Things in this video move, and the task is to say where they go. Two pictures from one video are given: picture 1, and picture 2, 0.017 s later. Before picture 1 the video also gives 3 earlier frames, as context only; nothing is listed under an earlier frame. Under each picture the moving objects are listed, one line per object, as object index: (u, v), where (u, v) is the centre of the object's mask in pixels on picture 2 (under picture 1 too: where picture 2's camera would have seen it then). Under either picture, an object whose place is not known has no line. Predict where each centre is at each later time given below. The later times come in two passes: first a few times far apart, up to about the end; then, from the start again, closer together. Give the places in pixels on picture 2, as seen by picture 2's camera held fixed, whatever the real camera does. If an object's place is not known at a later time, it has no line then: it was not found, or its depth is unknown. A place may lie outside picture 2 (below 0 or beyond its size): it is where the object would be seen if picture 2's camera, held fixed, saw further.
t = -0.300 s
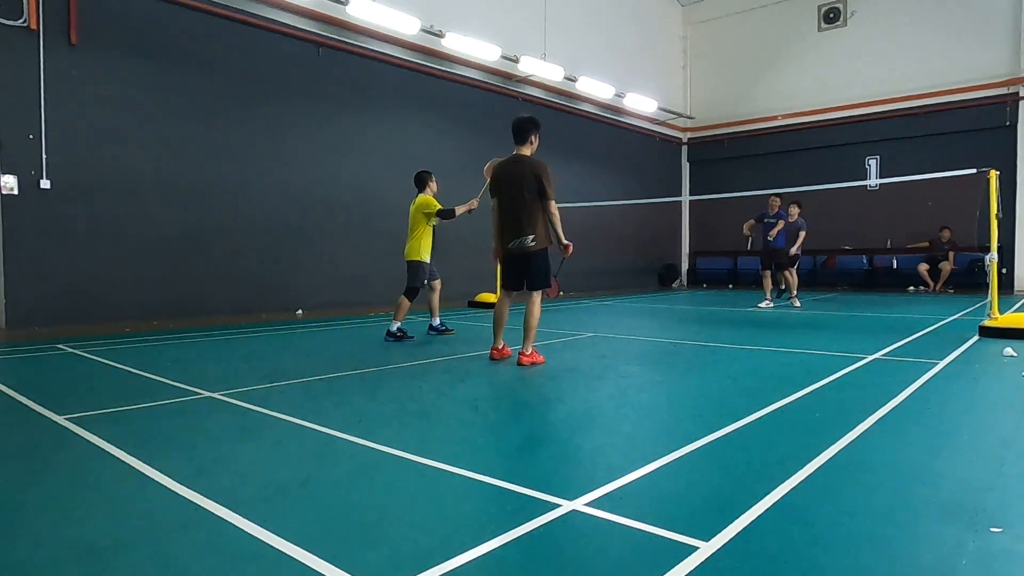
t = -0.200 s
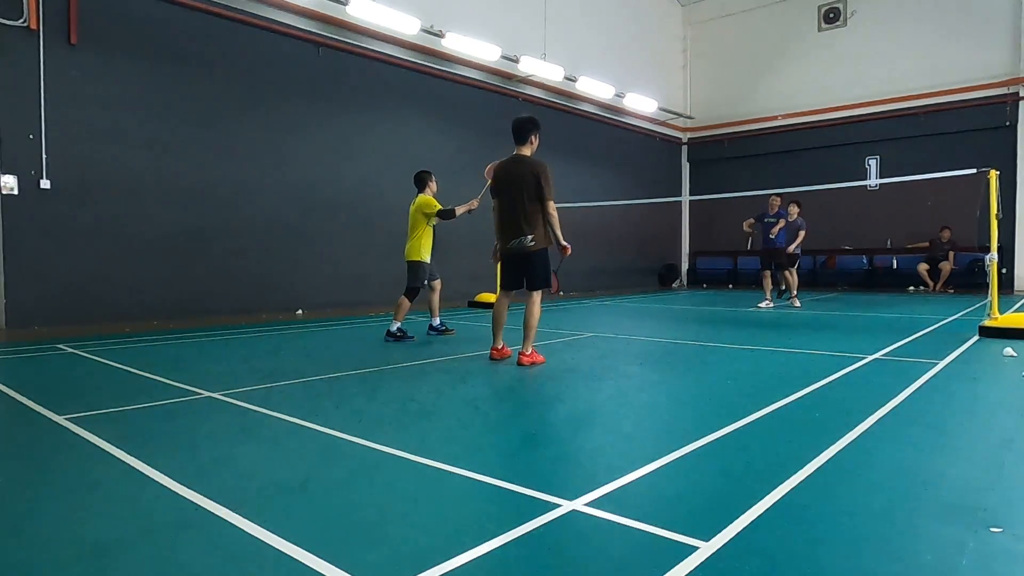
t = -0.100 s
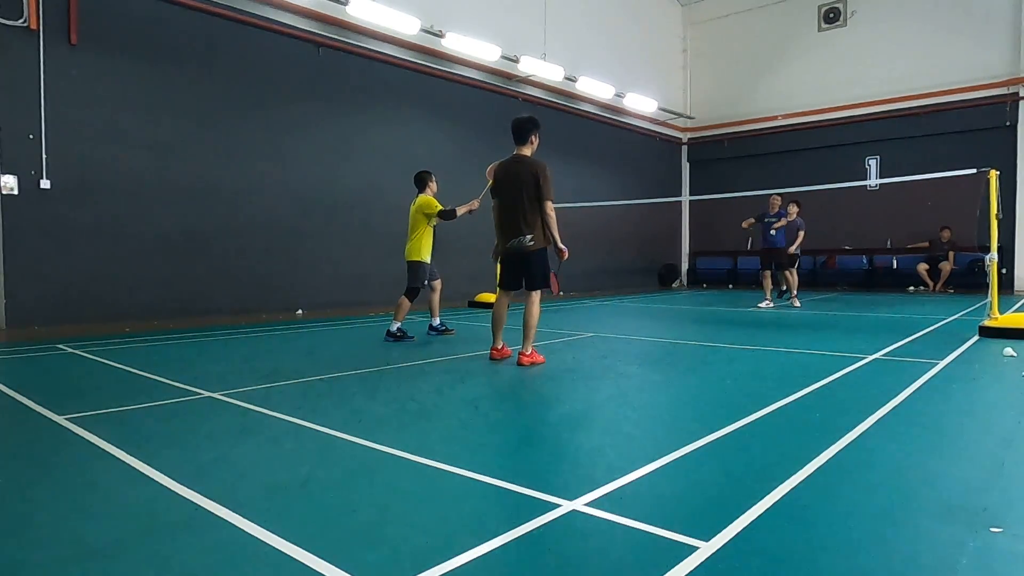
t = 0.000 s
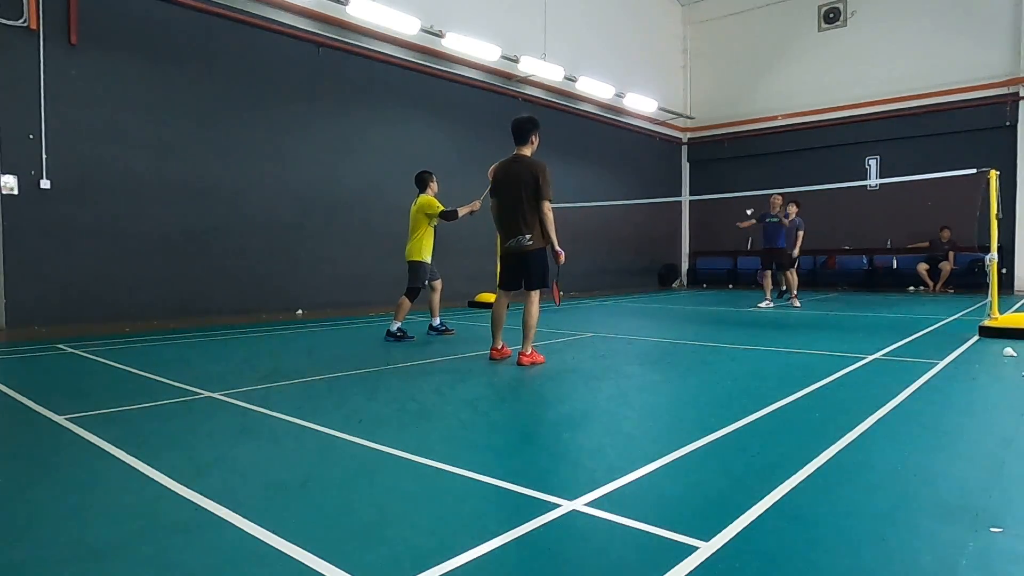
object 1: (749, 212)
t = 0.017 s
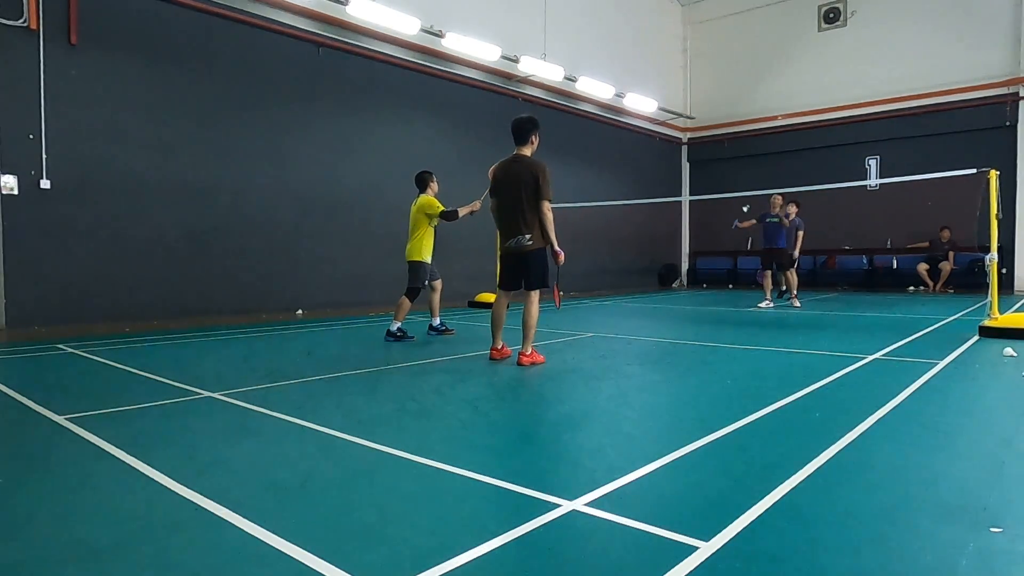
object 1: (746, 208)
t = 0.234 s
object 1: (698, 186)
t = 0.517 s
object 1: (636, 215)
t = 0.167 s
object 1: (714, 188)
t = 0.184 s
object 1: (710, 188)
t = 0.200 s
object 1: (706, 187)
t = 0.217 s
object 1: (702, 187)
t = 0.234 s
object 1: (698, 186)
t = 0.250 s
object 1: (694, 186)
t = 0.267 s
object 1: (691, 186)
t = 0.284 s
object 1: (687, 186)
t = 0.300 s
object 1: (684, 187)
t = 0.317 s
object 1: (680, 187)
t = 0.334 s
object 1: (676, 188)
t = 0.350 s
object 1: (672, 189)
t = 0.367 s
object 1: (669, 191)
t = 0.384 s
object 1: (665, 193)
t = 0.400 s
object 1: (661, 194)
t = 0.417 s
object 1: (658, 196)
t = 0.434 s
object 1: (654, 199)
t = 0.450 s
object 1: (650, 202)
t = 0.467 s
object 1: (647, 205)
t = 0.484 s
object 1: (643, 208)
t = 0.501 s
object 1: (640, 211)
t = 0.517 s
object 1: (636, 215)
